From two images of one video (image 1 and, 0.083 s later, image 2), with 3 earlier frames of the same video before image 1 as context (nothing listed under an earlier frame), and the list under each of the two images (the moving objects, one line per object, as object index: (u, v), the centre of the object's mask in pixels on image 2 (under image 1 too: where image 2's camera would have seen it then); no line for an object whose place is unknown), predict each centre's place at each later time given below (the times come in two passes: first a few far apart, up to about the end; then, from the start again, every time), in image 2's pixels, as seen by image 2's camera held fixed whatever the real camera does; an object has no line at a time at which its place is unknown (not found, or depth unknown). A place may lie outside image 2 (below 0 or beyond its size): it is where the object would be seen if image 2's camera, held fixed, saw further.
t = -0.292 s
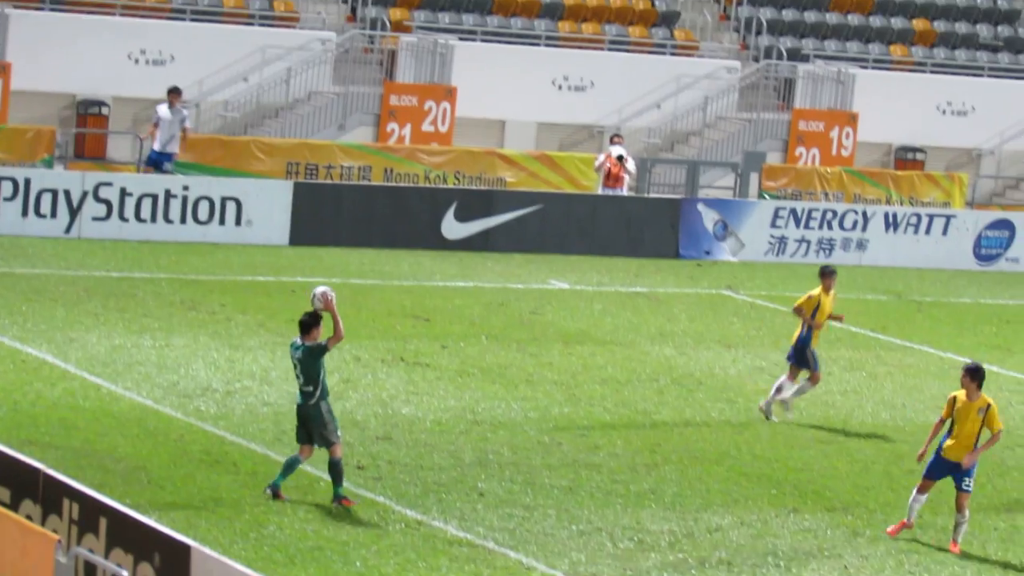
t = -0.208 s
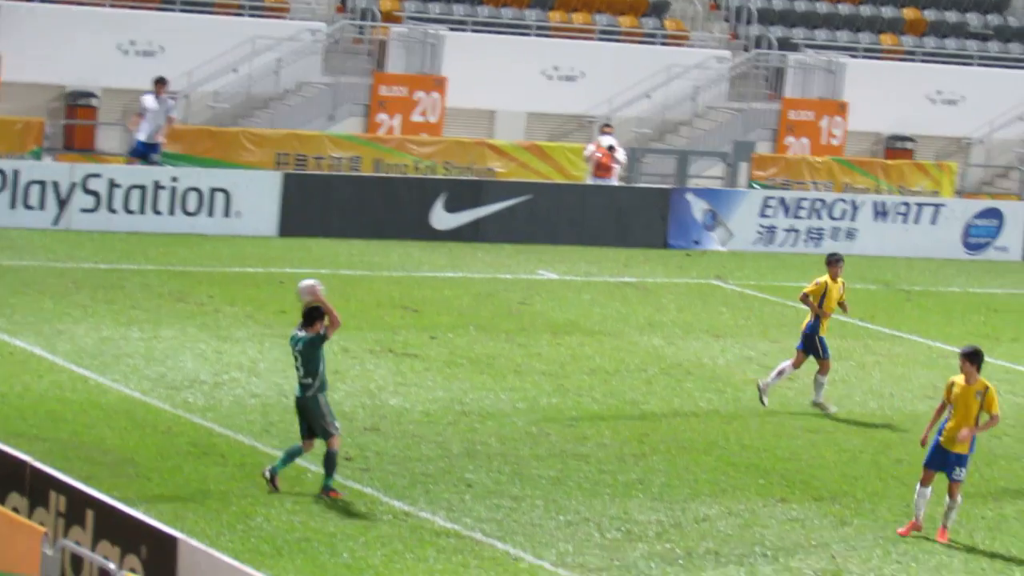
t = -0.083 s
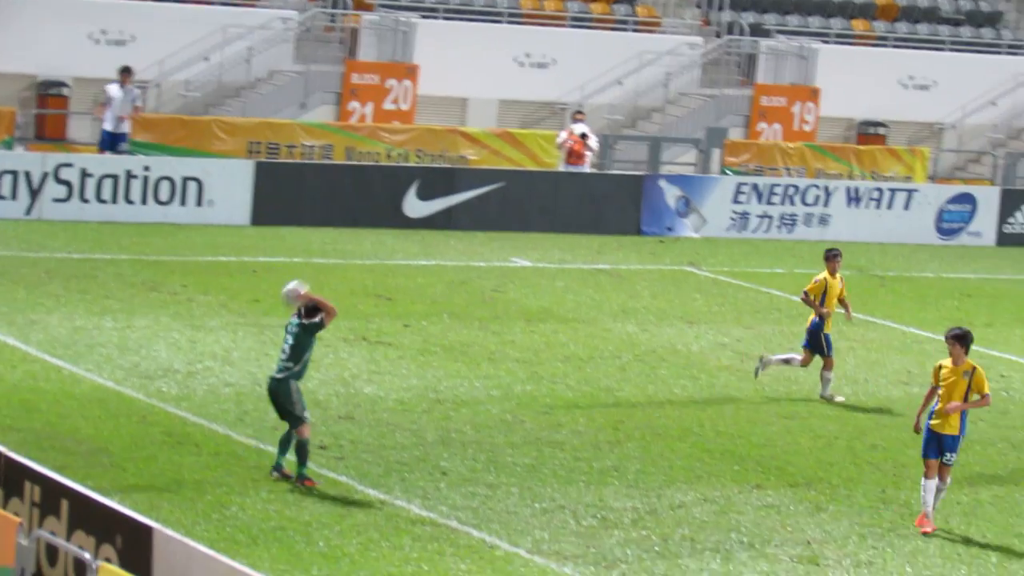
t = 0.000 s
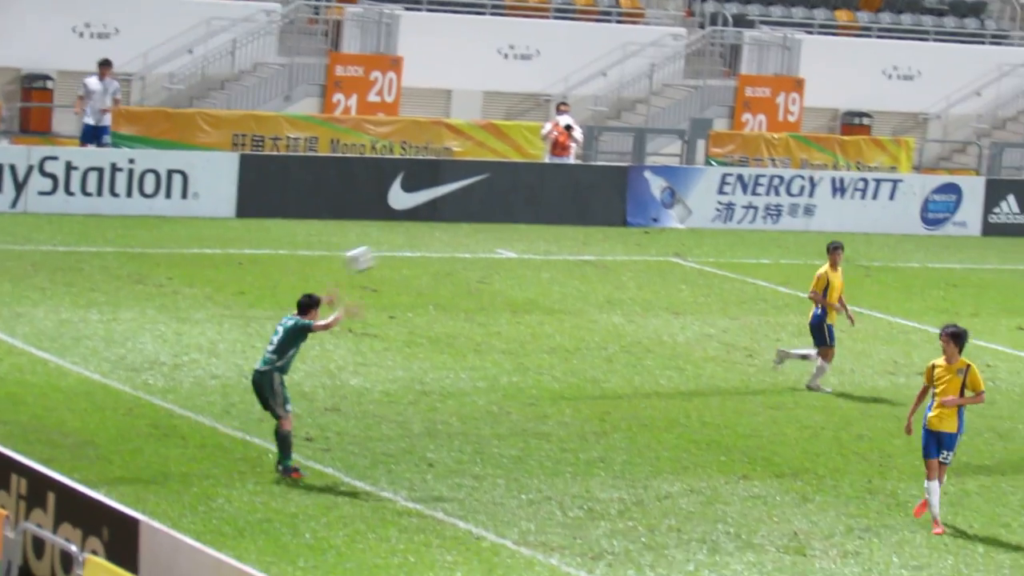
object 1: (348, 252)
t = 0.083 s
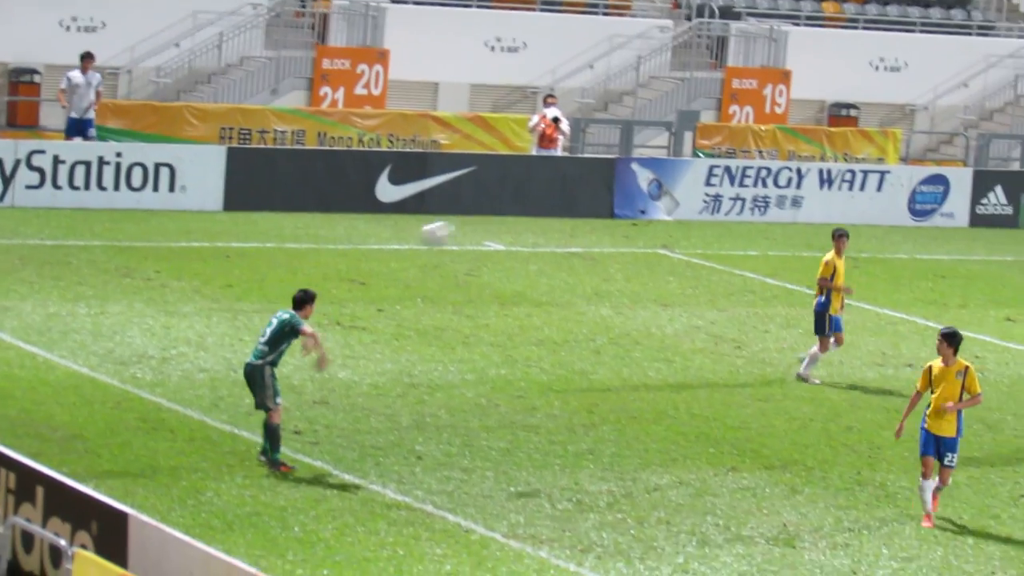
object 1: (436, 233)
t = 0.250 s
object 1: (601, 219)
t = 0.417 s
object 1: (747, 232)
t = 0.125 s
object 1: (478, 227)
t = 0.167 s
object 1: (519, 221)
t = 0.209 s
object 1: (561, 219)
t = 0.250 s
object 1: (601, 219)
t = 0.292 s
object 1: (637, 220)
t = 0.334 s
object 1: (678, 223)
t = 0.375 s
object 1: (714, 227)
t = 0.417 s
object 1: (747, 232)
